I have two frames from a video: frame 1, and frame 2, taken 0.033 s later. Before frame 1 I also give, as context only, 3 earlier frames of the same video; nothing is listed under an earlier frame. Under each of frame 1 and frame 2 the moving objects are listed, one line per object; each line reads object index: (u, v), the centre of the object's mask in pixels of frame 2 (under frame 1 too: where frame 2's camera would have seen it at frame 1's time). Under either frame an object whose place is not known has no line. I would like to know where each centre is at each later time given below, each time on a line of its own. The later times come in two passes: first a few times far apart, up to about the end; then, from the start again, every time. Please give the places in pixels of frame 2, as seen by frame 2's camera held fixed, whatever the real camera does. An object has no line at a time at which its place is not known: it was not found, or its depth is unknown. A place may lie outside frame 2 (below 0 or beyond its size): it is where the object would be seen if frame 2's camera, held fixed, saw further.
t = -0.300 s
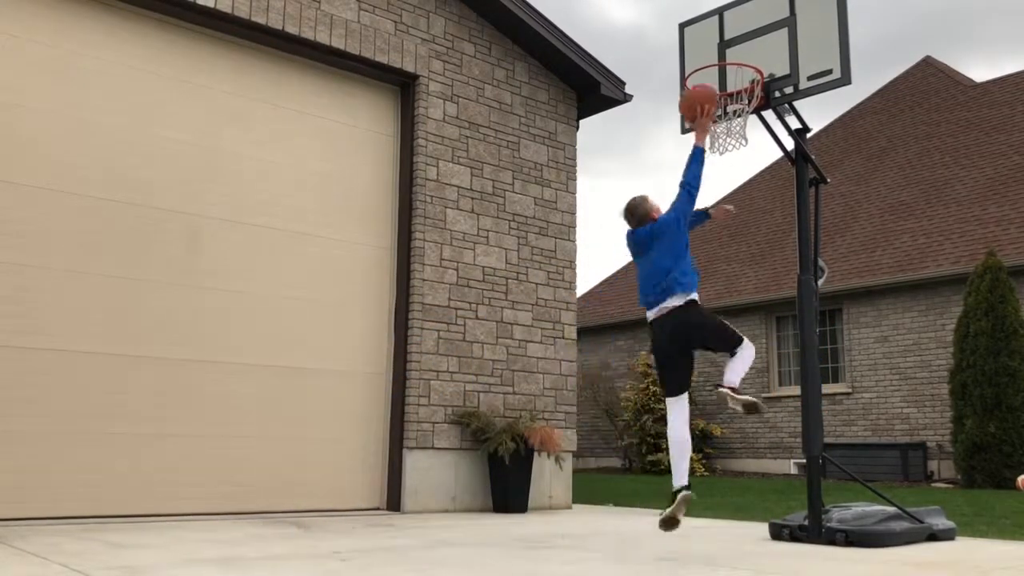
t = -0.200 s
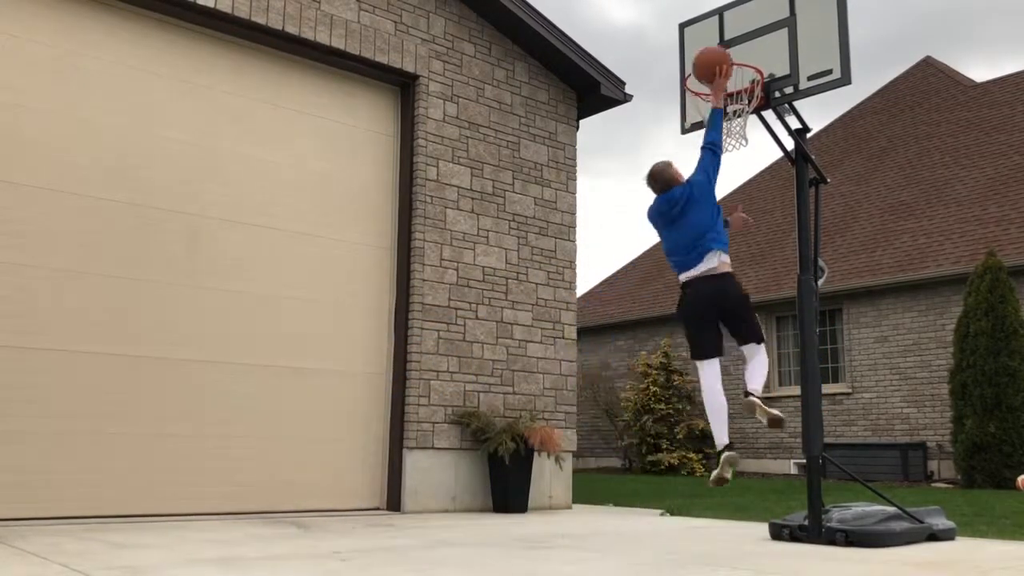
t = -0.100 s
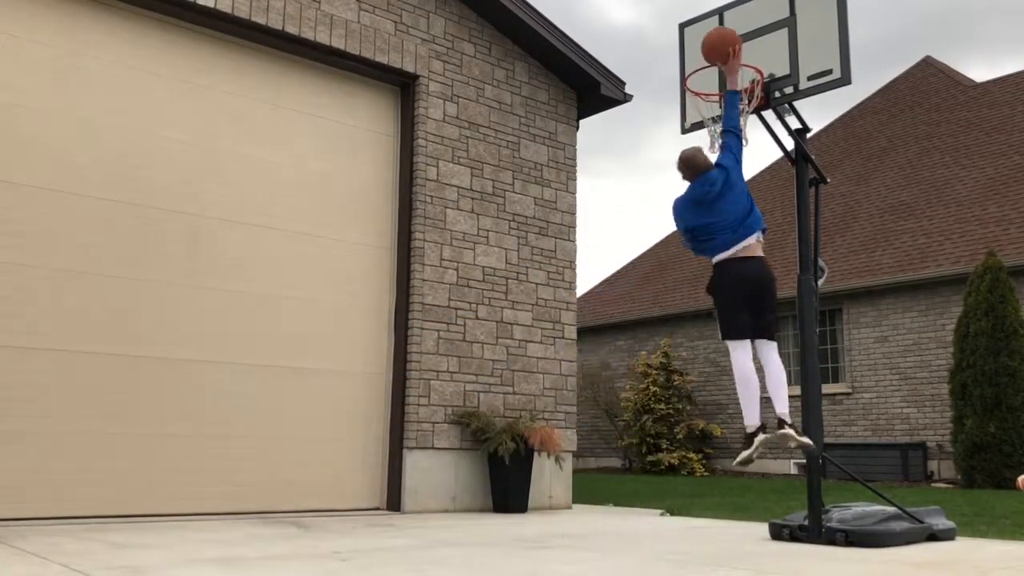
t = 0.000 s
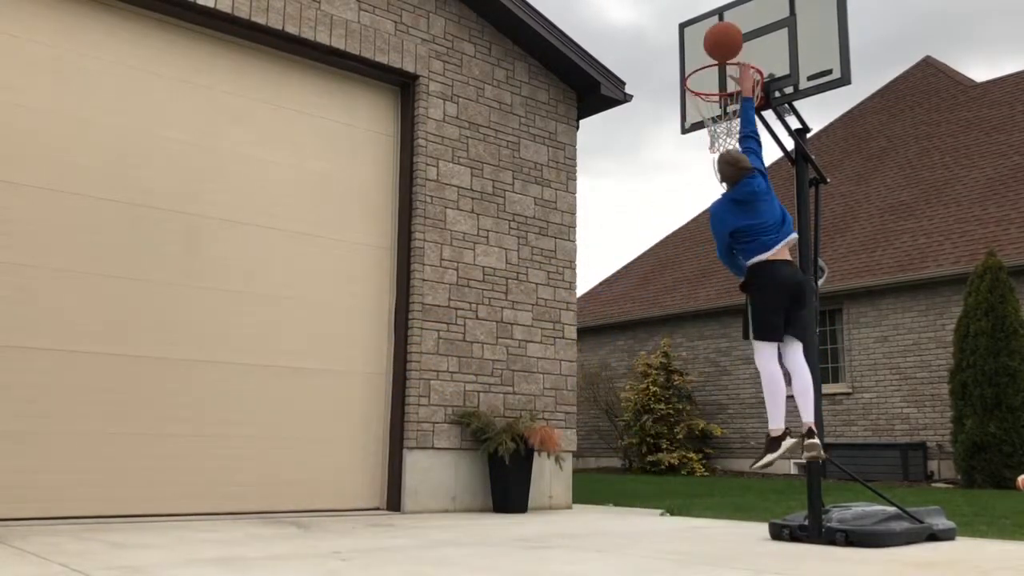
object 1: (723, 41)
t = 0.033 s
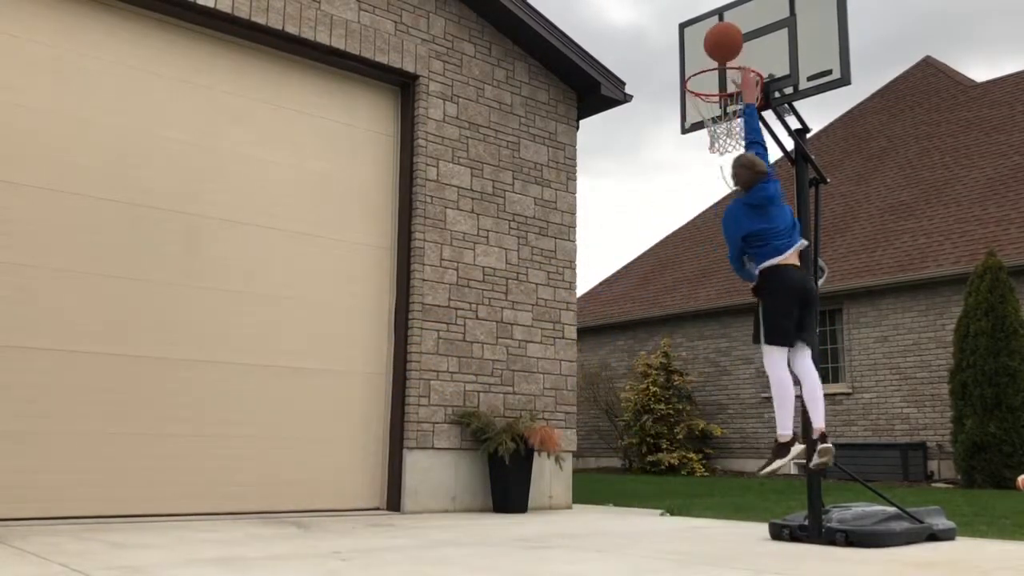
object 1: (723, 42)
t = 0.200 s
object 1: (724, 28)
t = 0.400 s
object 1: (728, 15)
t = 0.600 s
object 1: (705, 21)
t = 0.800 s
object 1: (679, 67)
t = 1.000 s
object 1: (653, 89)
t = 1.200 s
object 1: (627, 169)
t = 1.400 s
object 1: (603, 309)
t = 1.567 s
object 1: (583, 481)
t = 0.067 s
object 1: (724, 45)
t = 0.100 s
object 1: (724, 48)
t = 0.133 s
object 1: (724, 46)
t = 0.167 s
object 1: (724, 36)
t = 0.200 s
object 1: (724, 28)
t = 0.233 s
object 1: (726, 22)
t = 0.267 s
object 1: (726, 18)
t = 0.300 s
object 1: (727, 15)
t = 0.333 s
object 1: (727, 14)
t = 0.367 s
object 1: (728, 14)
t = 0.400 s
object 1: (728, 15)
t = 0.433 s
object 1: (727, 15)
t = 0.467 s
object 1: (722, 14)
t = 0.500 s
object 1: (718, 14)
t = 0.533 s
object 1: (713, 15)
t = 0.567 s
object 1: (709, 17)
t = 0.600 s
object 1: (705, 21)
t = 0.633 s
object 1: (699, 28)
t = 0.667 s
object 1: (696, 35)
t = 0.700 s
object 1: (692, 44)
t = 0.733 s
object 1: (687, 55)
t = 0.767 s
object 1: (683, 68)
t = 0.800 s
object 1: (679, 67)
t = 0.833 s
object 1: (675, 67)
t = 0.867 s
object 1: (670, 68)
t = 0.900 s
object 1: (666, 71)
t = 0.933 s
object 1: (661, 75)
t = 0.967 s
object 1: (657, 82)
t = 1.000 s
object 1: (653, 89)
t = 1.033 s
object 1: (648, 98)
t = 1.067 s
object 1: (644, 109)
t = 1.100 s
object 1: (640, 122)
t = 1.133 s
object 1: (635, 136)
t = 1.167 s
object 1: (631, 151)
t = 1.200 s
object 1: (627, 169)
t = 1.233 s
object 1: (623, 188)
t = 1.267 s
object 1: (618, 208)
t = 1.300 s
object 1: (614, 231)
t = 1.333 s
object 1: (610, 255)
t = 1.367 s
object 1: (607, 280)
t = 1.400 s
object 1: (603, 309)
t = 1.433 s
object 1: (598, 339)
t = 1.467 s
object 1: (595, 371)
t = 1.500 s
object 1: (592, 405)
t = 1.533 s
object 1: (588, 441)
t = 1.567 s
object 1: (583, 481)
